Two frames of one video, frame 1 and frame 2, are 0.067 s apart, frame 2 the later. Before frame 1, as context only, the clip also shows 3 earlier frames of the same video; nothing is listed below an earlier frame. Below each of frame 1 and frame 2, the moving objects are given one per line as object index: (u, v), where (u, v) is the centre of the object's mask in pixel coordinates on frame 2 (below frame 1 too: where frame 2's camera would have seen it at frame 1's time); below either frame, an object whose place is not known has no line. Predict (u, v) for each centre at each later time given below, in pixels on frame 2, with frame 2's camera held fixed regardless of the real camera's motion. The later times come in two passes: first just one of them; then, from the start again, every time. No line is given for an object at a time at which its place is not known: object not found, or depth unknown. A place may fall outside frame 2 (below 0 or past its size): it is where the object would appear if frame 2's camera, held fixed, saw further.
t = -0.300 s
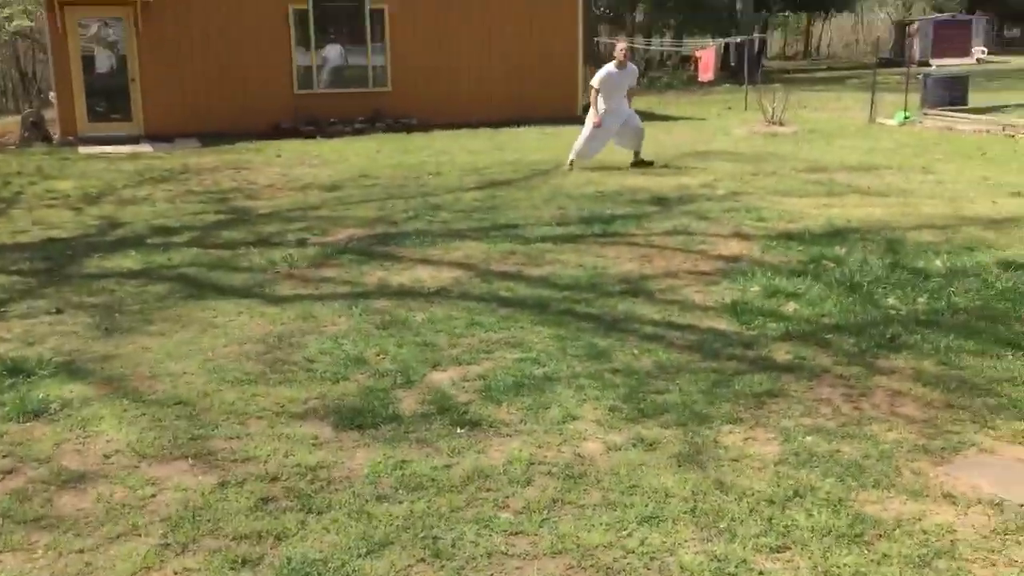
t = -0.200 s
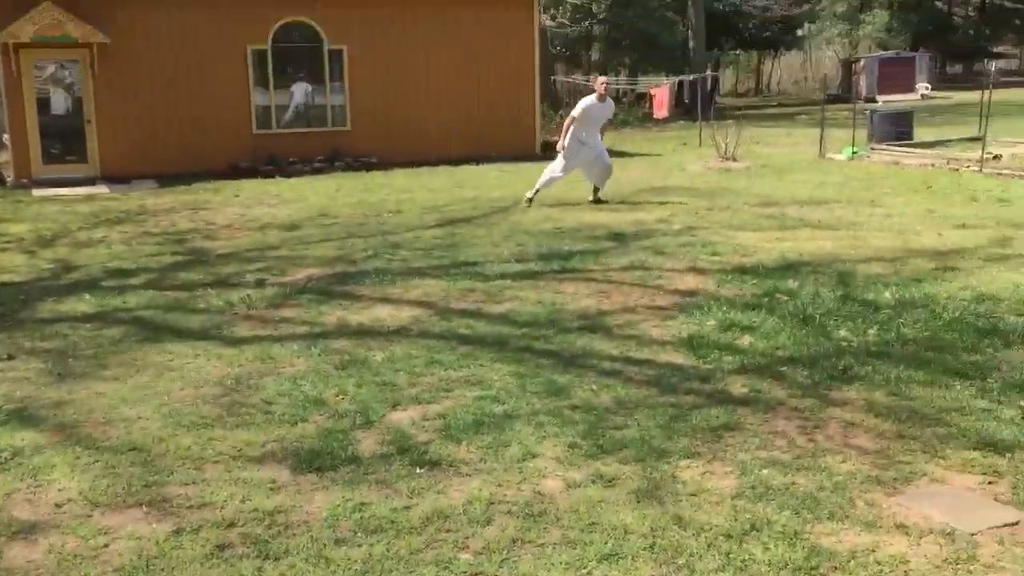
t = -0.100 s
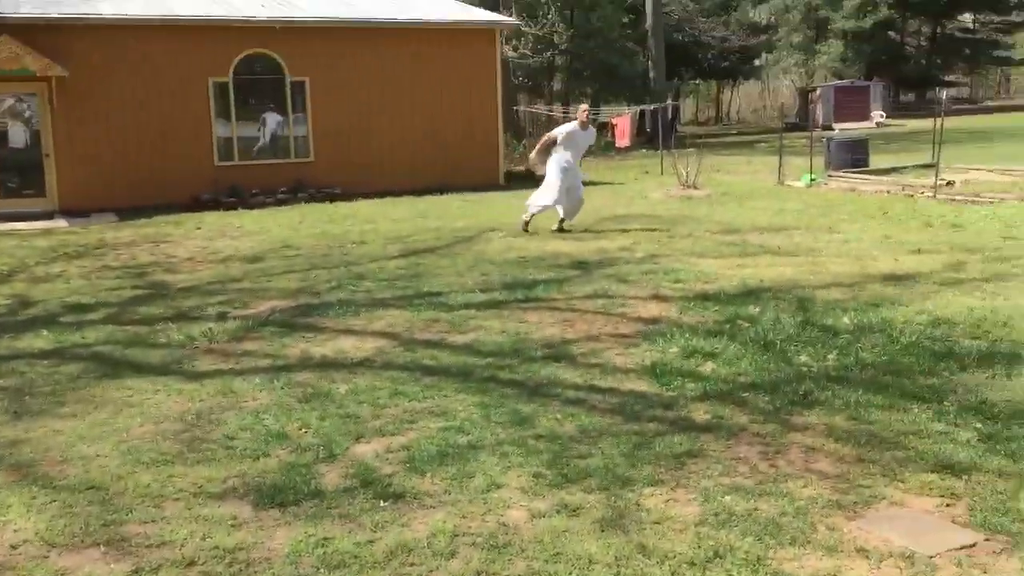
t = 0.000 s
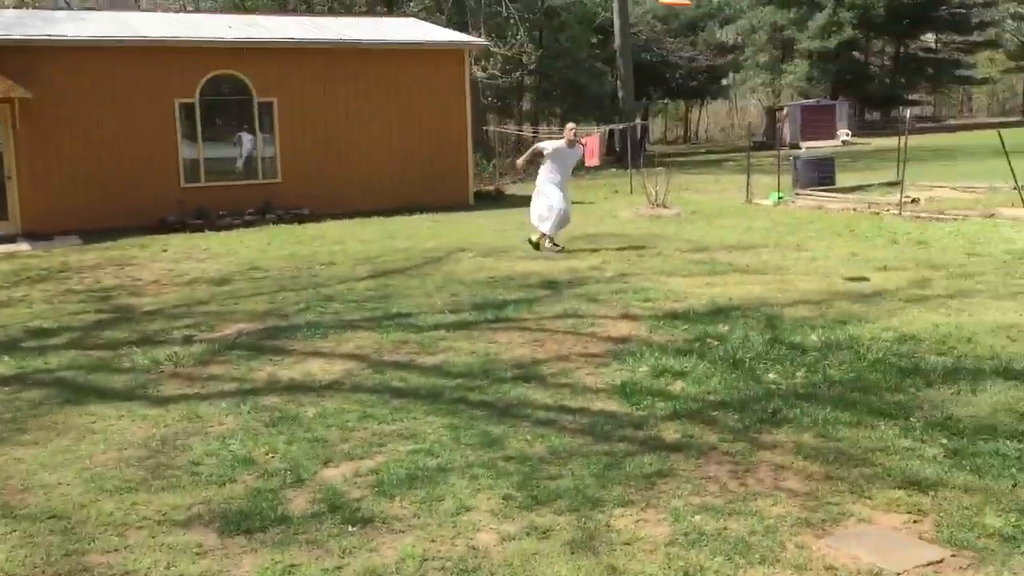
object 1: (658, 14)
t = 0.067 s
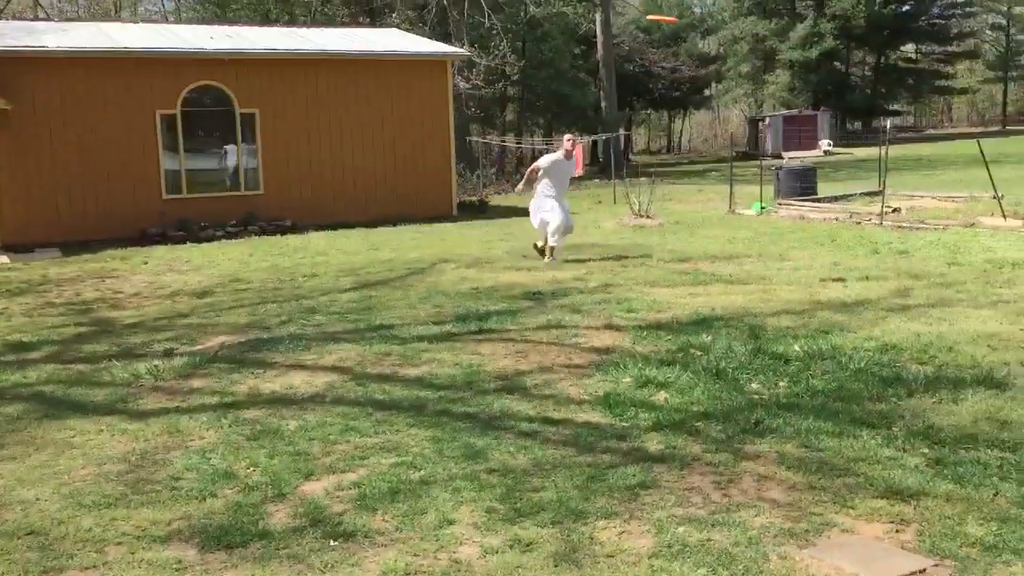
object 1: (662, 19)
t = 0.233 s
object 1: (672, 33)
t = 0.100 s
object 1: (663, 22)
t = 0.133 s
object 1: (666, 25)
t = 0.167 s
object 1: (668, 28)
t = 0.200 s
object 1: (670, 30)
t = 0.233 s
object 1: (672, 33)
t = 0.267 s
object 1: (675, 36)
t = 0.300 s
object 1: (677, 39)
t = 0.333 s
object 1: (680, 40)
